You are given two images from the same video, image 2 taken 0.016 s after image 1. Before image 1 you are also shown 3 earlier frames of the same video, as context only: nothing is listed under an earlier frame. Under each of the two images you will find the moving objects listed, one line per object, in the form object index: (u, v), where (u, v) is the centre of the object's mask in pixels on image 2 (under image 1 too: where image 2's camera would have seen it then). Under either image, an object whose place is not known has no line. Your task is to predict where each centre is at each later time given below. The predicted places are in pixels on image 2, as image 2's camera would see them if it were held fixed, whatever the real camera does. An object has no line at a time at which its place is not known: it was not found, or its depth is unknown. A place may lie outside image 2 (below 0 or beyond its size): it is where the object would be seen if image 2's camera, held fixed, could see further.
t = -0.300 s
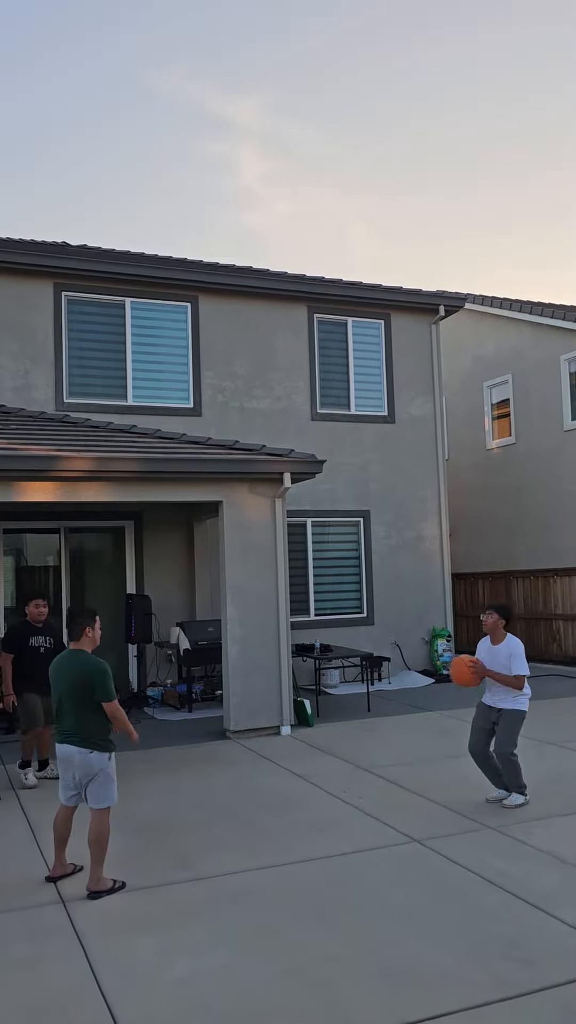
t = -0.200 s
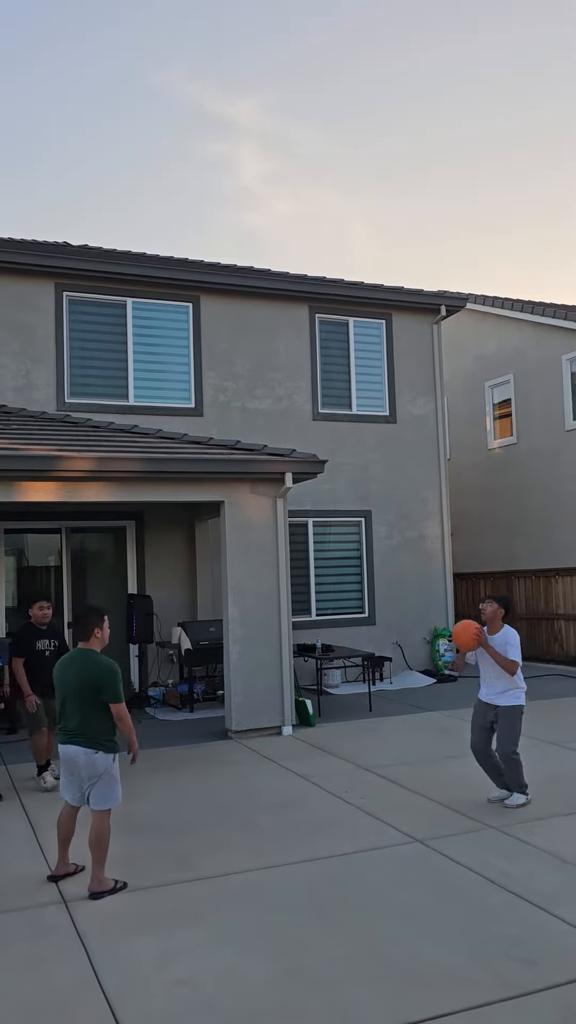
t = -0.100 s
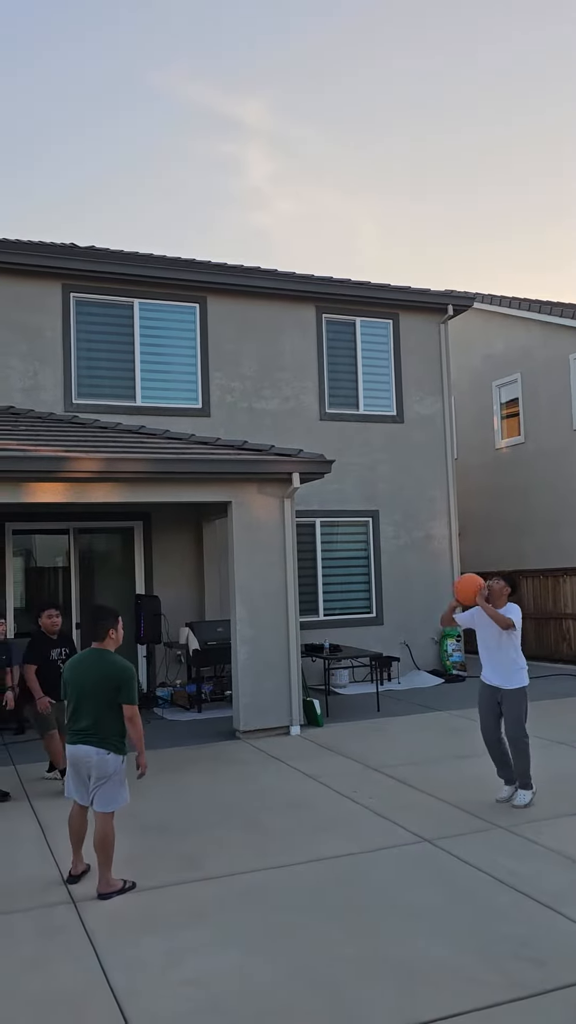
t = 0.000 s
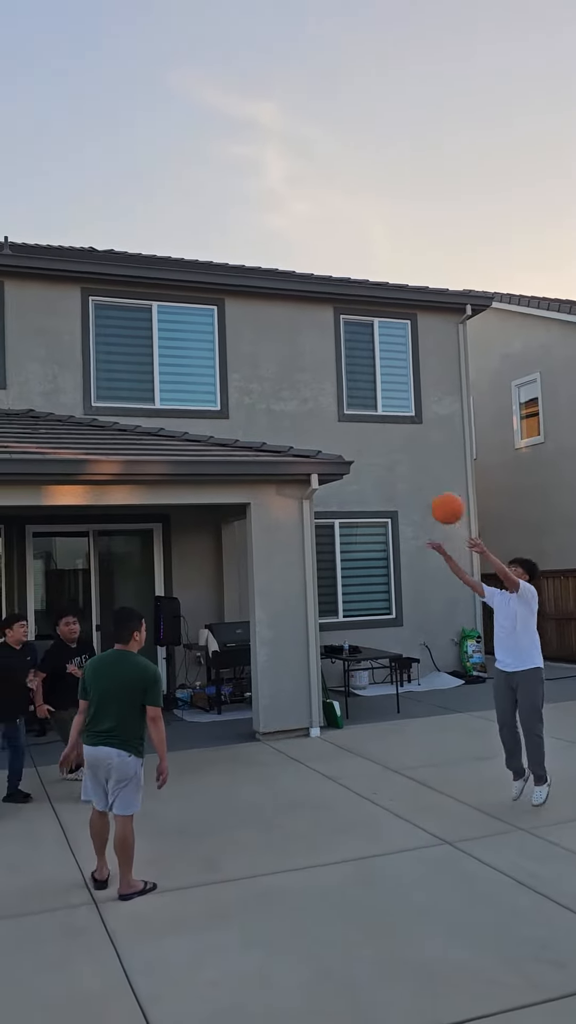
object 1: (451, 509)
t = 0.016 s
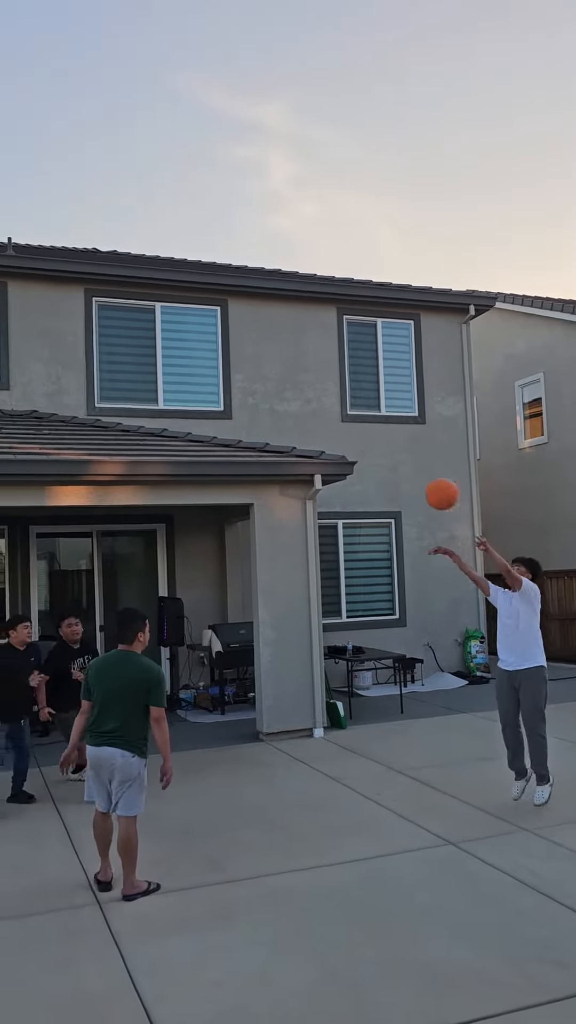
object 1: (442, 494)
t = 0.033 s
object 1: (432, 480)
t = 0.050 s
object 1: (422, 465)
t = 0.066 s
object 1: (413, 451)
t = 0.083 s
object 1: (403, 438)
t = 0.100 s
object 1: (393, 425)
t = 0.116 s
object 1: (384, 413)
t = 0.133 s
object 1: (375, 400)
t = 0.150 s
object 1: (365, 388)
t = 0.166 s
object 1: (356, 376)
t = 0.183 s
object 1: (346, 365)
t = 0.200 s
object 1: (336, 353)
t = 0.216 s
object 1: (327, 343)
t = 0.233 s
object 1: (317, 333)
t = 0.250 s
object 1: (307, 322)
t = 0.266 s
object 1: (298, 313)
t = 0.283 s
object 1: (288, 303)
